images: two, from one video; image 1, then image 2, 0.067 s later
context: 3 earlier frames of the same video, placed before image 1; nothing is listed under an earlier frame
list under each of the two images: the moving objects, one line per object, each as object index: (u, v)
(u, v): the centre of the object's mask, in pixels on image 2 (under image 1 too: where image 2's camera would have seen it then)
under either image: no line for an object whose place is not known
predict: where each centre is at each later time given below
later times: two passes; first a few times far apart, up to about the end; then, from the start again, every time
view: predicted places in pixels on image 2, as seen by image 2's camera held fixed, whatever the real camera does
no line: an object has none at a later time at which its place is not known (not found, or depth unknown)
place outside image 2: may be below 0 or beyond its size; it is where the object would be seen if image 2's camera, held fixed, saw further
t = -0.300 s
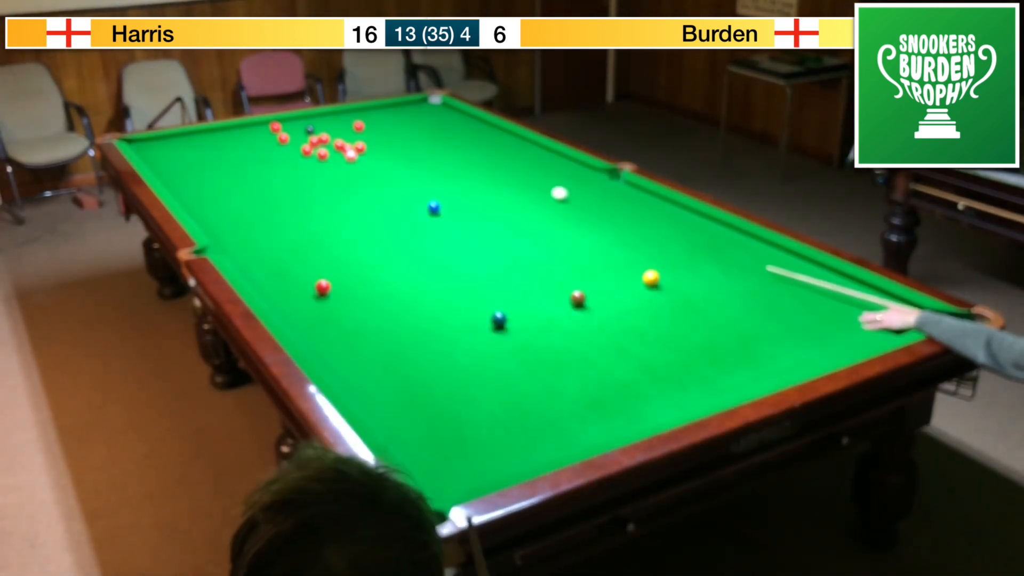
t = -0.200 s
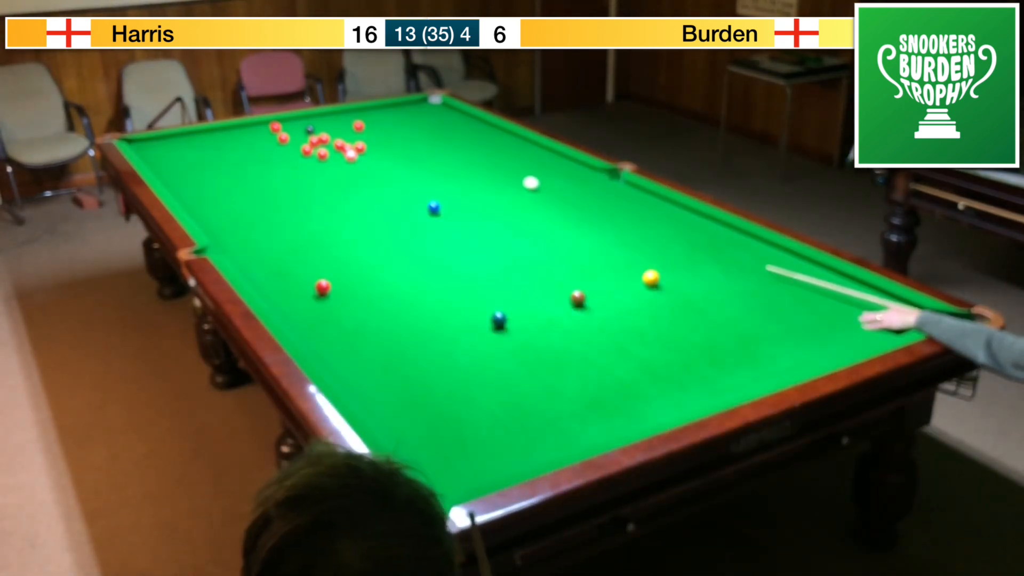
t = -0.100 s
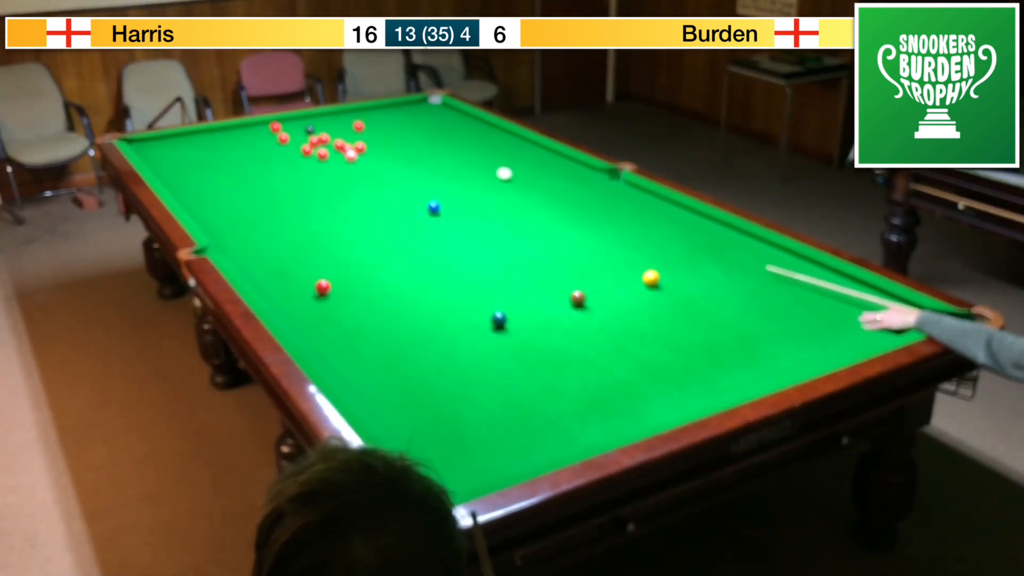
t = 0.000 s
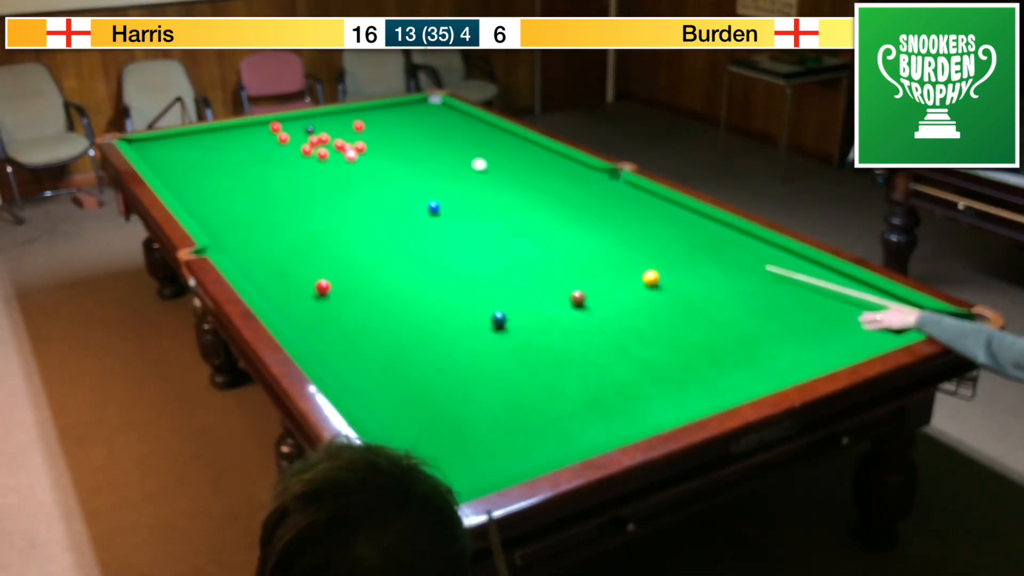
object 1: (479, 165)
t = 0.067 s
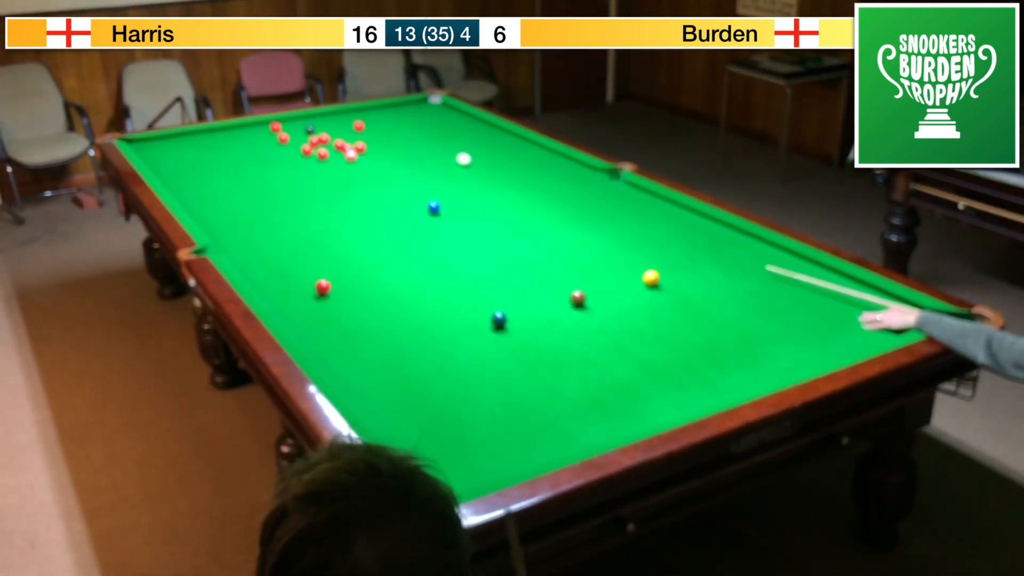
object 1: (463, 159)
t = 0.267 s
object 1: (420, 143)
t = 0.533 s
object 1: (369, 125)
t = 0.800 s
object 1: (346, 111)
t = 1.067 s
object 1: (369, 122)
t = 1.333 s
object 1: (392, 134)
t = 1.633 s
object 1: (418, 147)
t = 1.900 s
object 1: (443, 159)
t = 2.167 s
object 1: (470, 172)
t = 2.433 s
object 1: (497, 186)
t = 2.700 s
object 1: (525, 200)
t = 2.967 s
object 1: (555, 214)
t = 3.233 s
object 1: (586, 229)
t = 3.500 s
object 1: (618, 245)
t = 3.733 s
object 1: (648, 258)
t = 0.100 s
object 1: (456, 156)
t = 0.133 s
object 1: (448, 153)
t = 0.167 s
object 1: (441, 151)
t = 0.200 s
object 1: (434, 148)
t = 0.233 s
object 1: (427, 146)
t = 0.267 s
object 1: (420, 143)
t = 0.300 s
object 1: (413, 141)
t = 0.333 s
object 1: (406, 138)
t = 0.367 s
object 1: (399, 136)
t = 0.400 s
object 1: (393, 134)
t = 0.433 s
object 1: (387, 131)
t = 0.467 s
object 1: (381, 129)
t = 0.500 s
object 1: (375, 127)
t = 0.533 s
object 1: (369, 125)
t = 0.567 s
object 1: (365, 122)
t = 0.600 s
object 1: (362, 120)
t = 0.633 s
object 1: (357, 118)
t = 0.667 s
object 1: (354, 116)
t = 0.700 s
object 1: (350, 114)
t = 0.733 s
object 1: (346, 112)
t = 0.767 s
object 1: (343, 110)
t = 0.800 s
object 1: (346, 111)
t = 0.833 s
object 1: (349, 112)
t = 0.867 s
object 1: (352, 114)
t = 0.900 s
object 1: (355, 116)
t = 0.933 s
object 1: (358, 117)
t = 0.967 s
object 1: (361, 118)
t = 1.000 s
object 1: (364, 120)
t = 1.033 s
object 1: (367, 121)
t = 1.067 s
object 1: (369, 122)
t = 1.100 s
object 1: (372, 124)
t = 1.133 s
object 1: (375, 125)
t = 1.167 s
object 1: (377, 127)
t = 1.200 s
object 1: (380, 128)
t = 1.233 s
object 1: (383, 129)
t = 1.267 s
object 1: (386, 131)
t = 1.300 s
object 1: (389, 132)
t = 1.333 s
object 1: (392, 134)
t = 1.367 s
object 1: (395, 135)
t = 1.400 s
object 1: (398, 136)
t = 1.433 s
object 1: (400, 138)
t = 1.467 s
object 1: (403, 139)
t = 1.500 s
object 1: (406, 141)
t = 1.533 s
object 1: (409, 142)
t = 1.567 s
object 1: (412, 144)
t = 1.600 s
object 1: (415, 145)
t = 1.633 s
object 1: (418, 147)
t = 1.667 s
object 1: (421, 148)
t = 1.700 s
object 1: (425, 150)
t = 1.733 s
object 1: (428, 151)
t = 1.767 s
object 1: (431, 153)
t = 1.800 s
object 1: (434, 155)
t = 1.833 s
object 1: (437, 156)
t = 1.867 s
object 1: (440, 158)
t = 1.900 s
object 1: (443, 159)
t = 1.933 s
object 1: (446, 161)
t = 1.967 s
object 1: (450, 163)
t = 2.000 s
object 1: (453, 164)
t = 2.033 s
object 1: (456, 166)
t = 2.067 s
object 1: (459, 167)
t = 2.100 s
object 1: (463, 169)
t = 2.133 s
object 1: (466, 171)
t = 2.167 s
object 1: (470, 172)
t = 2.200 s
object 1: (473, 174)
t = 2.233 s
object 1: (476, 175)
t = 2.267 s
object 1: (480, 177)
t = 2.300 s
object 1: (483, 179)
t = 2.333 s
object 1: (486, 180)
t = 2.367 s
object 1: (490, 182)
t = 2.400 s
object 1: (493, 184)
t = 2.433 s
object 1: (497, 186)
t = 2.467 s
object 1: (500, 187)
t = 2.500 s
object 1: (504, 189)
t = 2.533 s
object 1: (507, 191)
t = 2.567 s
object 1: (511, 193)
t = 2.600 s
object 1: (514, 194)
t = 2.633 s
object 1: (518, 196)
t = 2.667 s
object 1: (522, 198)
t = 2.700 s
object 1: (525, 200)
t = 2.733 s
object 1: (529, 202)
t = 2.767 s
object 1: (533, 203)
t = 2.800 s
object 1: (536, 205)
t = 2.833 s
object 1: (540, 207)
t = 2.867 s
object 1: (543, 209)
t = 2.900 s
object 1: (547, 210)
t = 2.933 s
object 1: (551, 212)
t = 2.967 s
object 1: (555, 214)
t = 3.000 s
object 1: (558, 216)
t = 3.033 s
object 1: (562, 218)
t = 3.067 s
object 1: (566, 220)
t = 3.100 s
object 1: (570, 222)
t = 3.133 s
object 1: (574, 223)
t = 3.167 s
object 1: (578, 225)
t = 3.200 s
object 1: (582, 227)
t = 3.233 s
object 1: (586, 229)
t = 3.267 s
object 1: (590, 231)
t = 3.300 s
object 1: (594, 233)
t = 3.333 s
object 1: (598, 235)
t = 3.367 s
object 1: (602, 237)
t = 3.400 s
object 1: (606, 239)
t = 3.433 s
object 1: (610, 241)
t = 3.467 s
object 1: (614, 242)
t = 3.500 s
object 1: (618, 245)
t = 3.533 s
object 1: (622, 247)
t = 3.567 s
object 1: (627, 248)
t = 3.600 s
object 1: (631, 251)
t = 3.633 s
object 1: (635, 253)
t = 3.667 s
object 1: (639, 254)
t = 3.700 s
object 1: (644, 256)
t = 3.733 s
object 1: (648, 258)
